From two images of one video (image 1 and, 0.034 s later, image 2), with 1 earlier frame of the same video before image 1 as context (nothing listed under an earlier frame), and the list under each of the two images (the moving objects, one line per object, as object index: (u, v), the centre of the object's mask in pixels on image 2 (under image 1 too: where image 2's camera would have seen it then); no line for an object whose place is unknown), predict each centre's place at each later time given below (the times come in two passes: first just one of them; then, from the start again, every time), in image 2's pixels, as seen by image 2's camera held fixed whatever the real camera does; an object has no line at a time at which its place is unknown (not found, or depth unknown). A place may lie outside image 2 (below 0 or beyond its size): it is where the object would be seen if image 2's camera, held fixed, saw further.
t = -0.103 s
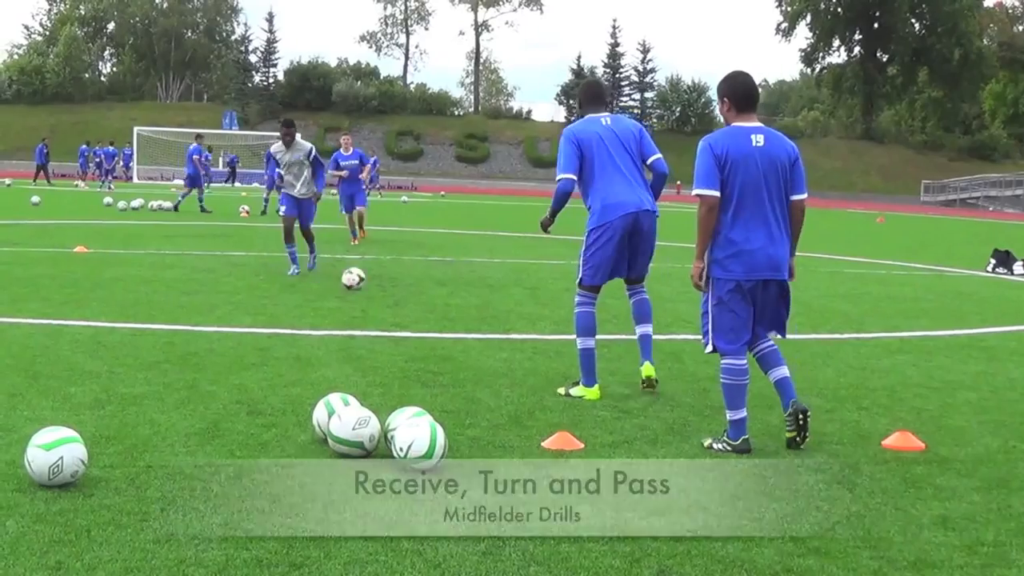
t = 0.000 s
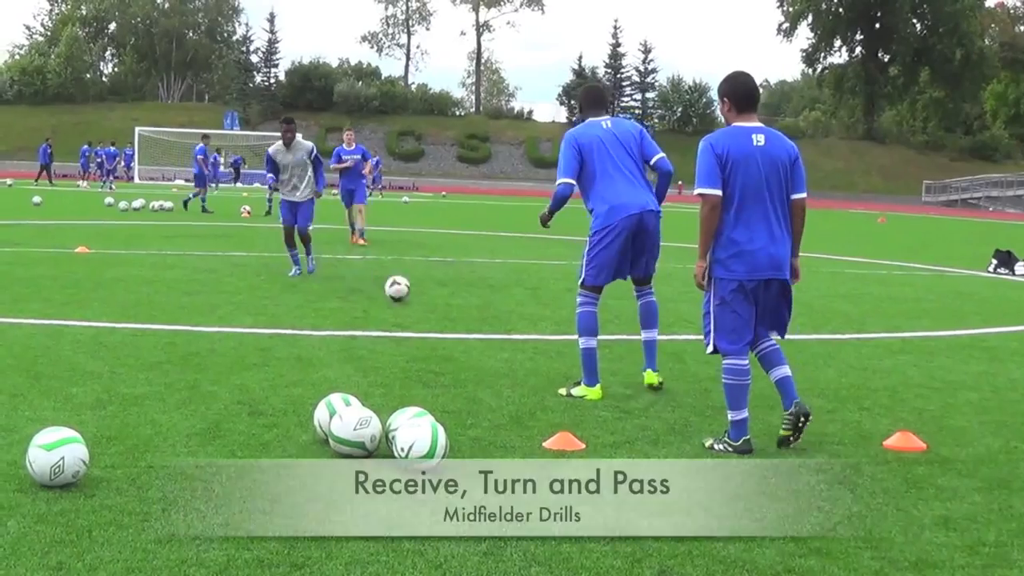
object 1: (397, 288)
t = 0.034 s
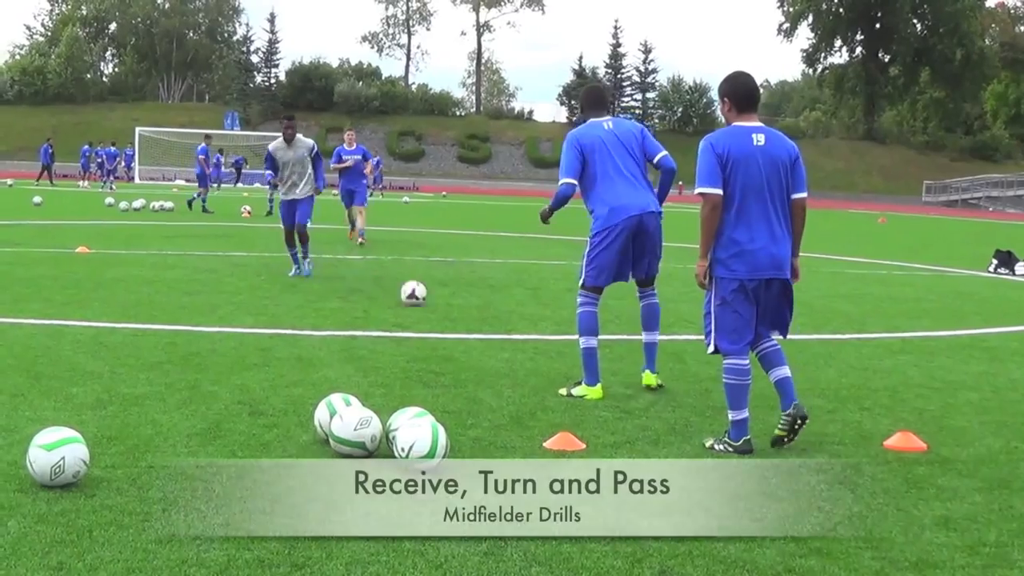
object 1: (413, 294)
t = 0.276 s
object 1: (534, 322)
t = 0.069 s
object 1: (429, 296)
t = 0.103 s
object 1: (445, 300)
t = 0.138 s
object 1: (462, 304)
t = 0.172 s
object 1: (480, 310)
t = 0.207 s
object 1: (497, 313)
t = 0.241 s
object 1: (515, 317)
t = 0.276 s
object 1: (534, 322)
